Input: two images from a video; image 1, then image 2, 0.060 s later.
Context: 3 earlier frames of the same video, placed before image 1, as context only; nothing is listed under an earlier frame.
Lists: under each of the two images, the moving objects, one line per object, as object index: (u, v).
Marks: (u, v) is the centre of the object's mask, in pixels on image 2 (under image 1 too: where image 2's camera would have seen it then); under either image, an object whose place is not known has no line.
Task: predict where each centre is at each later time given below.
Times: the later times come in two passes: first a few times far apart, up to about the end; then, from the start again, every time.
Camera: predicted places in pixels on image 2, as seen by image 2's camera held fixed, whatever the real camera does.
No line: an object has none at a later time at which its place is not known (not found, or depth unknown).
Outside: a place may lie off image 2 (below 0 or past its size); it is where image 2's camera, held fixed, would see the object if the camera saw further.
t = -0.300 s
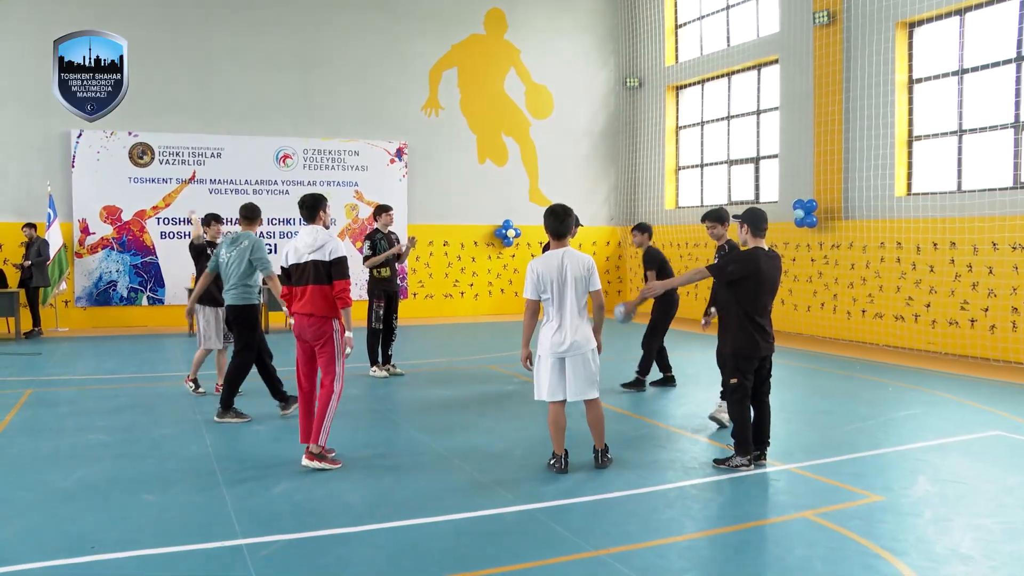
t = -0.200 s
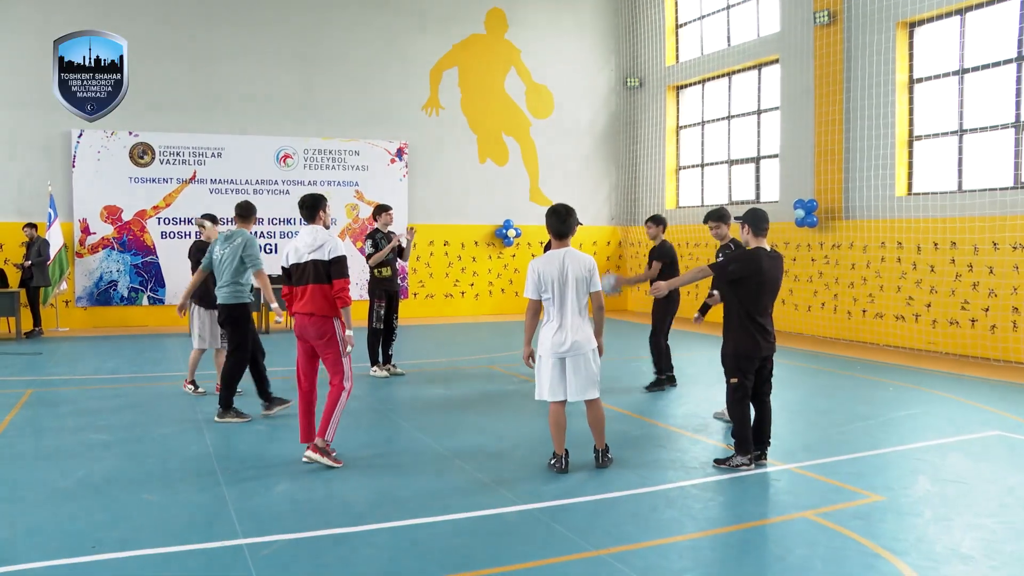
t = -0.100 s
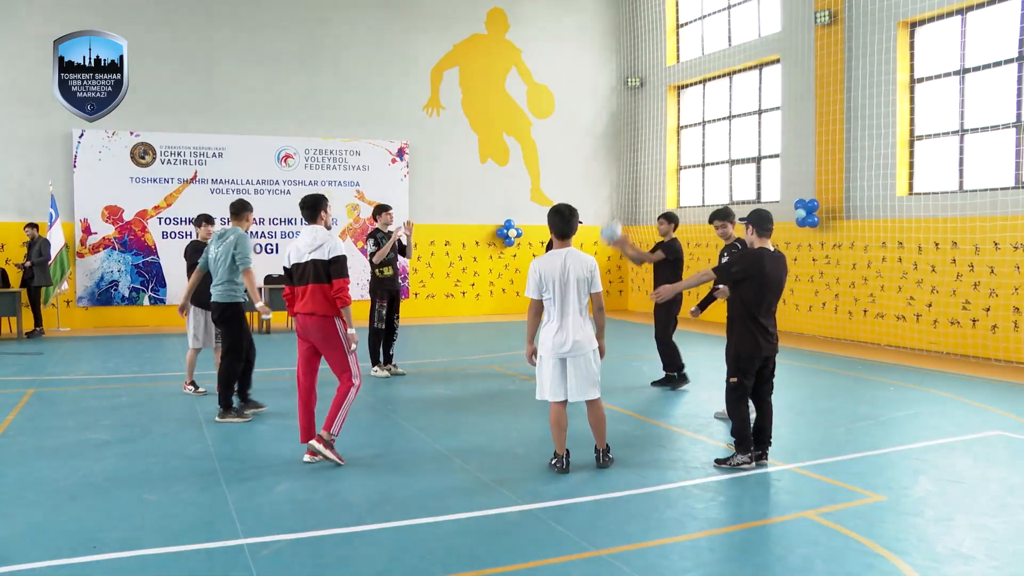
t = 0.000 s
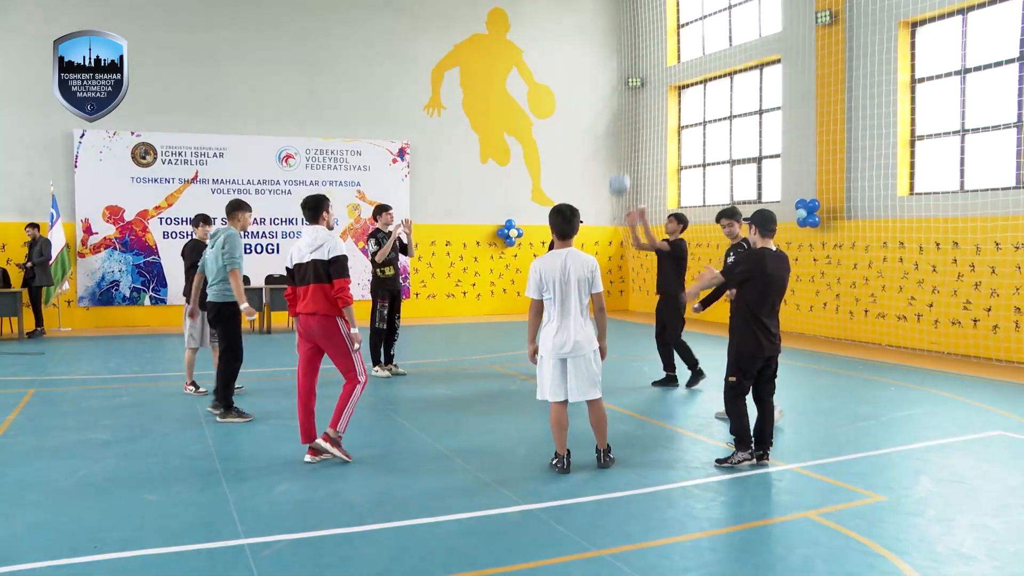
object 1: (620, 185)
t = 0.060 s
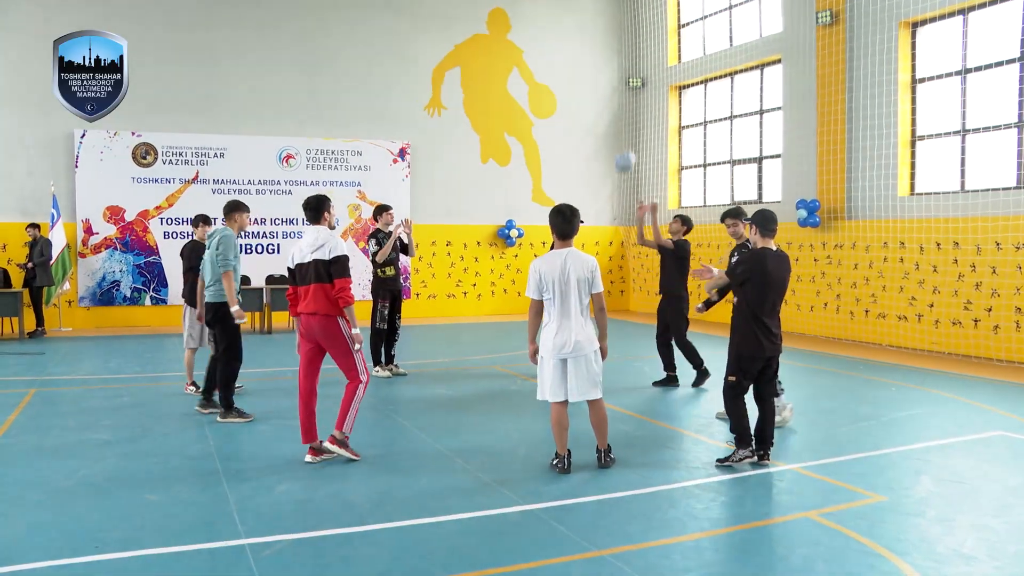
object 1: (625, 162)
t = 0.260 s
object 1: (639, 107)
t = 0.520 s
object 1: (658, 96)
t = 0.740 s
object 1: (673, 138)
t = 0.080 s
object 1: (626, 154)
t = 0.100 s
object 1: (628, 146)
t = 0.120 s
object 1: (630, 140)
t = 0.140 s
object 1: (631, 134)
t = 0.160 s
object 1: (632, 129)
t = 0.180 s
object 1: (634, 124)
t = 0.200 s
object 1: (635, 119)
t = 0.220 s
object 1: (636, 115)
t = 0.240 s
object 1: (638, 111)
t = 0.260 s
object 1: (639, 107)
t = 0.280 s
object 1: (641, 104)
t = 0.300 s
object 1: (642, 102)
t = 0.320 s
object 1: (643, 99)
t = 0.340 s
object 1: (645, 97)
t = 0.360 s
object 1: (647, 95)
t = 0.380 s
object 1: (648, 94)
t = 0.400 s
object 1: (649, 93)
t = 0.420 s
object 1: (651, 93)
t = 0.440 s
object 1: (652, 93)
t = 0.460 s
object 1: (654, 93)
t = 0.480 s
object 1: (655, 94)
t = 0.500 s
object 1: (656, 94)
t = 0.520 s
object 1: (658, 96)
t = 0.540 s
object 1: (659, 98)
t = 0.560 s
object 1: (661, 101)
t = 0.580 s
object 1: (662, 103)
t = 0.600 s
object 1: (664, 106)
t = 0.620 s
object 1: (665, 109)
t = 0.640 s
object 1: (667, 113)
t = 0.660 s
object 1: (667, 117)
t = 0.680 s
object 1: (669, 122)
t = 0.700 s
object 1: (670, 126)
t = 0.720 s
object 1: (672, 132)
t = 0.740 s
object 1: (673, 138)
